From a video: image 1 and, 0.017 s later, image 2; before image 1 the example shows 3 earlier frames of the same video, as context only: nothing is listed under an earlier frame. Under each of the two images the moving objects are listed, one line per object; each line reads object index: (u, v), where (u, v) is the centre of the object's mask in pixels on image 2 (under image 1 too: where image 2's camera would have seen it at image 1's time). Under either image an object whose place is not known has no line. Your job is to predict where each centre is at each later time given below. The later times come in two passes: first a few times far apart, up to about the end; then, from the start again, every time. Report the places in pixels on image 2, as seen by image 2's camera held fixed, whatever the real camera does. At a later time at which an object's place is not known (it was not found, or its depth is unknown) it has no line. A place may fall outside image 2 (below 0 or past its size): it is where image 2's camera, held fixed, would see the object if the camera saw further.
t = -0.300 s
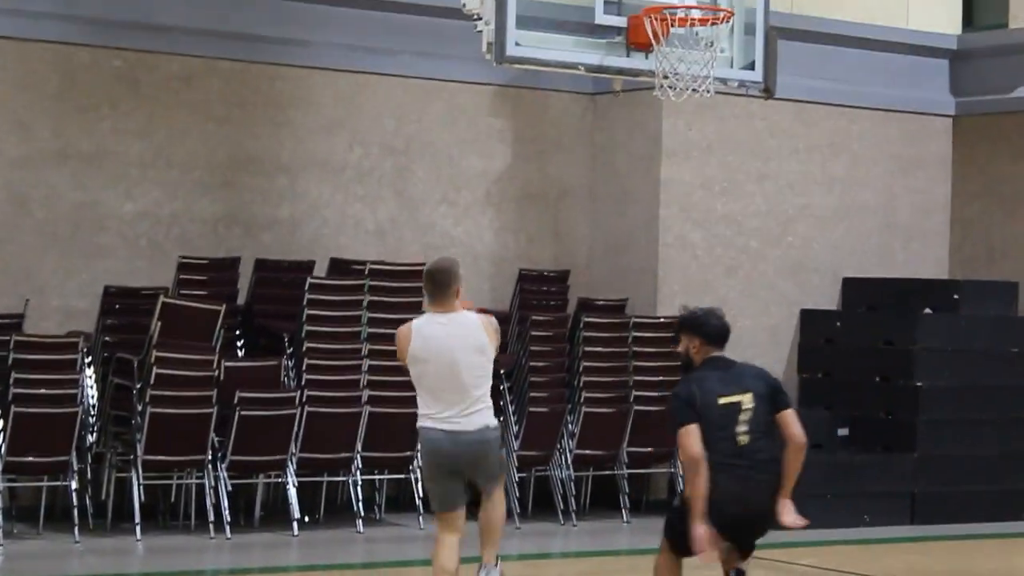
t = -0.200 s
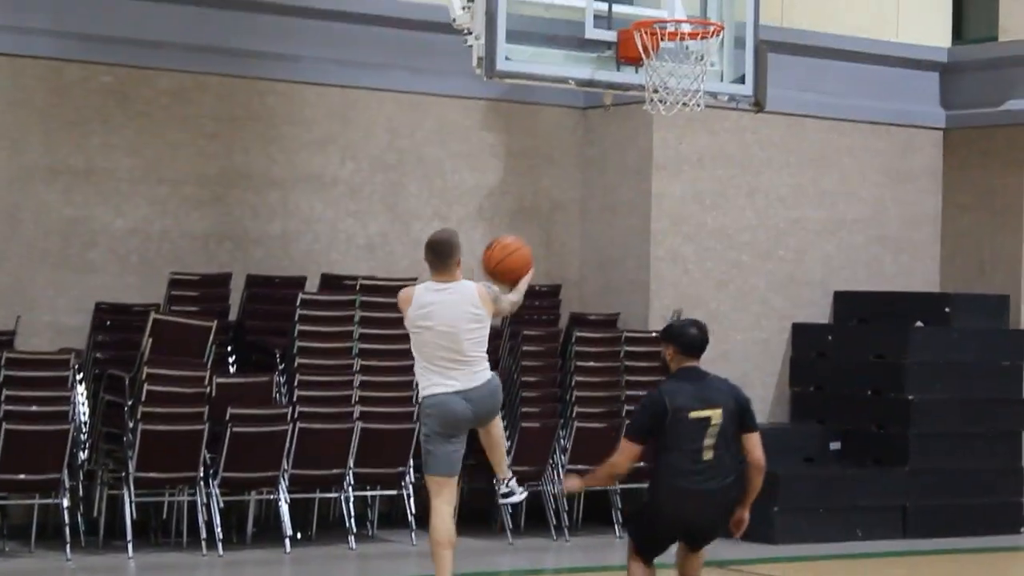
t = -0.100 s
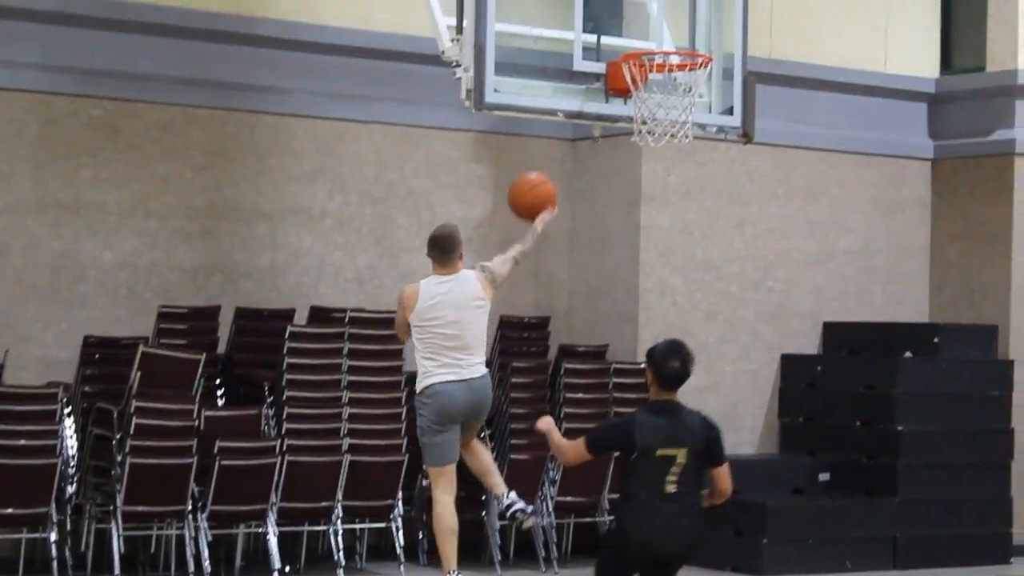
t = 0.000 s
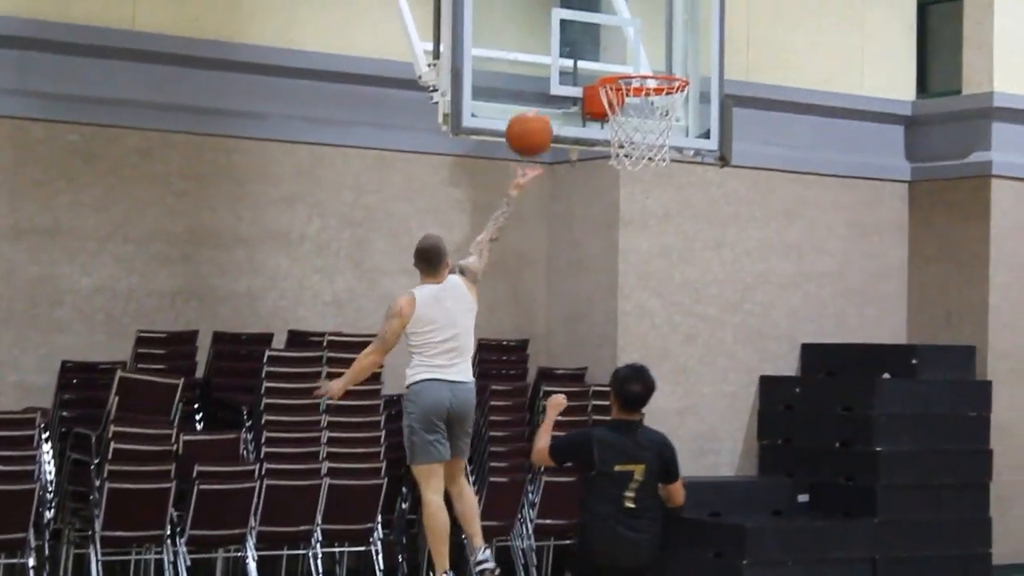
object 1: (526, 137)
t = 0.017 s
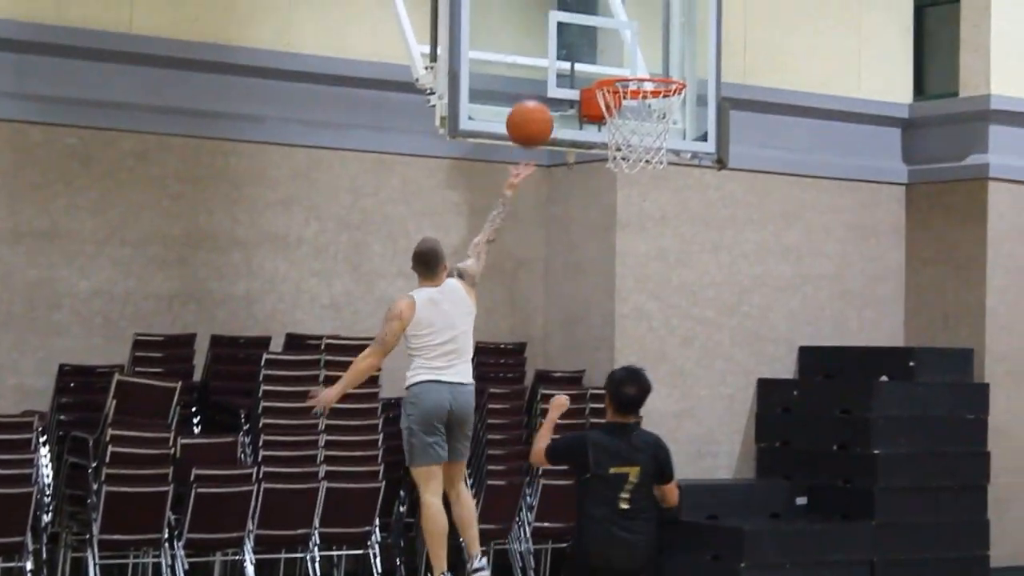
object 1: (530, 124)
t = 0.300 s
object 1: (585, 12)
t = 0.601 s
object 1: (677, 59)
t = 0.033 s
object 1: (533, 112)
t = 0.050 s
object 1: (536, 102)
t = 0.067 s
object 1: (539, 91)
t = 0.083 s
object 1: (542, 82)
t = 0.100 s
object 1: (546, 72)
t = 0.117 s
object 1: (548, 64)
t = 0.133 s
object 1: (551, 56)
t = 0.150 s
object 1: (554, 48)
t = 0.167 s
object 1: (557, 41)
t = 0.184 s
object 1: (561, 36)
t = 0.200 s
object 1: (564, 29)
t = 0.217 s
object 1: (568, 25)
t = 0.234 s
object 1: (572, 21)
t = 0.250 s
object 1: (574, 18)
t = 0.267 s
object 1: (576, 15)
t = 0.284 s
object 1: (581, 12)
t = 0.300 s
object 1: (585, 12)
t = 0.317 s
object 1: (590, 11)
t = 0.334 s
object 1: (596, 11)
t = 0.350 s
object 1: (600, 12)
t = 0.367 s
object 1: (606, 12)
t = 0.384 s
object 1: (610, 12)
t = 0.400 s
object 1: (615, 10)
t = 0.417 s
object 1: (619, 9)
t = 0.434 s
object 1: (625, 8)
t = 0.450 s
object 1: (630, 11)
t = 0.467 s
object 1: (636, 14)
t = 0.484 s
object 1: (641, 20)
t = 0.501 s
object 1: (647, 25)
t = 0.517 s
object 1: (652, 29)
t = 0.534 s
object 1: (657, 35)
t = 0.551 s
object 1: (662, 40)
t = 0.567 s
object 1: (667, 46)
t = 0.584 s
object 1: (672, 53)
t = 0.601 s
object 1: (677, 59)
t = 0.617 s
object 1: (680, 62)
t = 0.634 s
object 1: (679, 60)
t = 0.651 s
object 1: (678, 57)
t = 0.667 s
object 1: (677, 55)
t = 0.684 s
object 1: (677, 53)
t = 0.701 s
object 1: (677, 51)
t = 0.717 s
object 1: (677, 50)
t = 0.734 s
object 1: (676, 50)
